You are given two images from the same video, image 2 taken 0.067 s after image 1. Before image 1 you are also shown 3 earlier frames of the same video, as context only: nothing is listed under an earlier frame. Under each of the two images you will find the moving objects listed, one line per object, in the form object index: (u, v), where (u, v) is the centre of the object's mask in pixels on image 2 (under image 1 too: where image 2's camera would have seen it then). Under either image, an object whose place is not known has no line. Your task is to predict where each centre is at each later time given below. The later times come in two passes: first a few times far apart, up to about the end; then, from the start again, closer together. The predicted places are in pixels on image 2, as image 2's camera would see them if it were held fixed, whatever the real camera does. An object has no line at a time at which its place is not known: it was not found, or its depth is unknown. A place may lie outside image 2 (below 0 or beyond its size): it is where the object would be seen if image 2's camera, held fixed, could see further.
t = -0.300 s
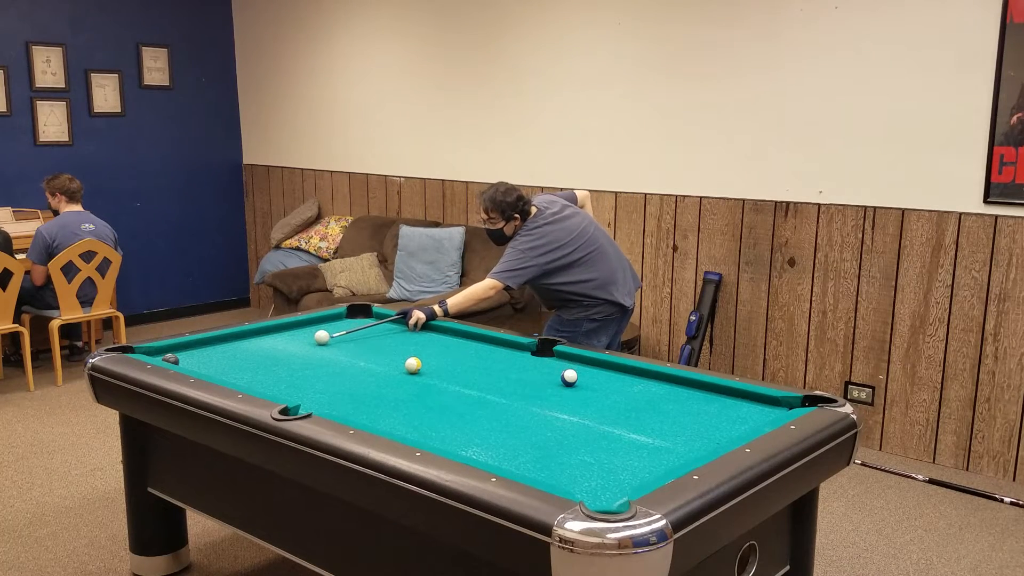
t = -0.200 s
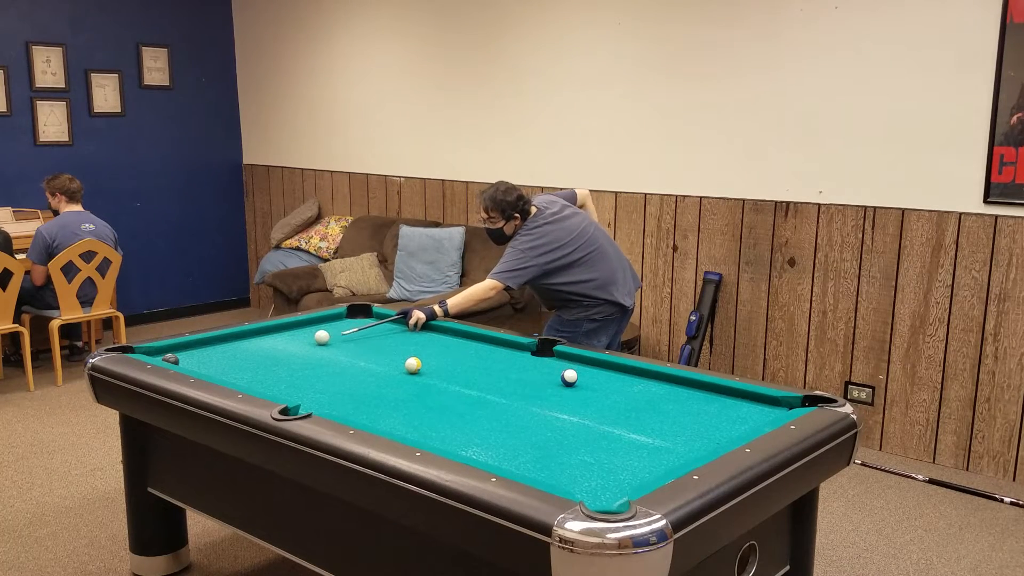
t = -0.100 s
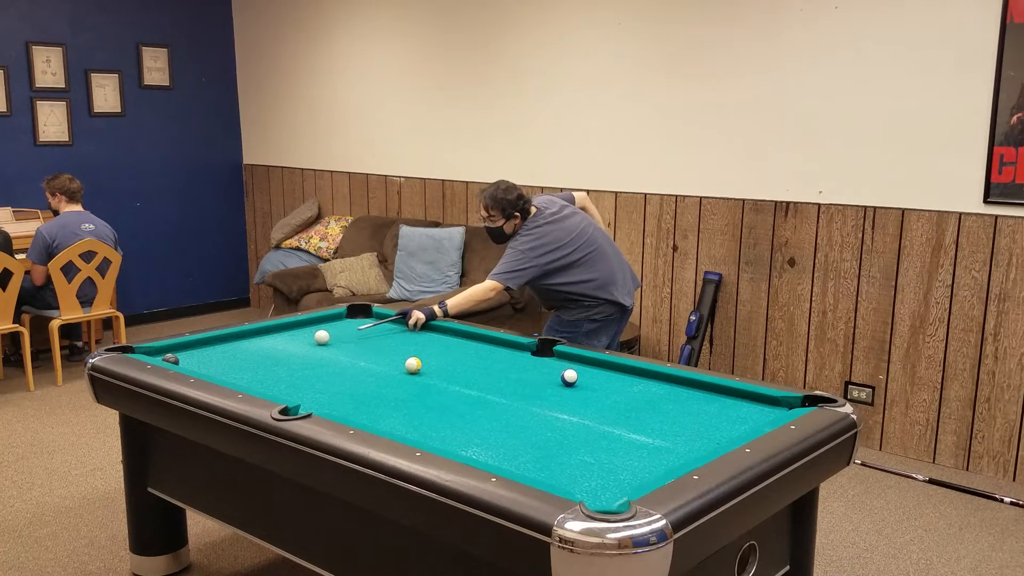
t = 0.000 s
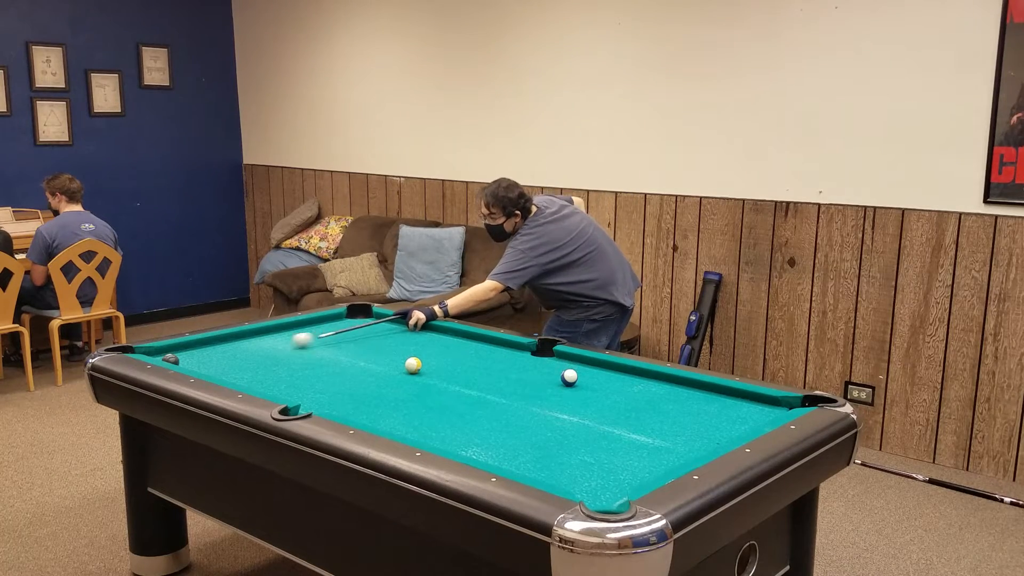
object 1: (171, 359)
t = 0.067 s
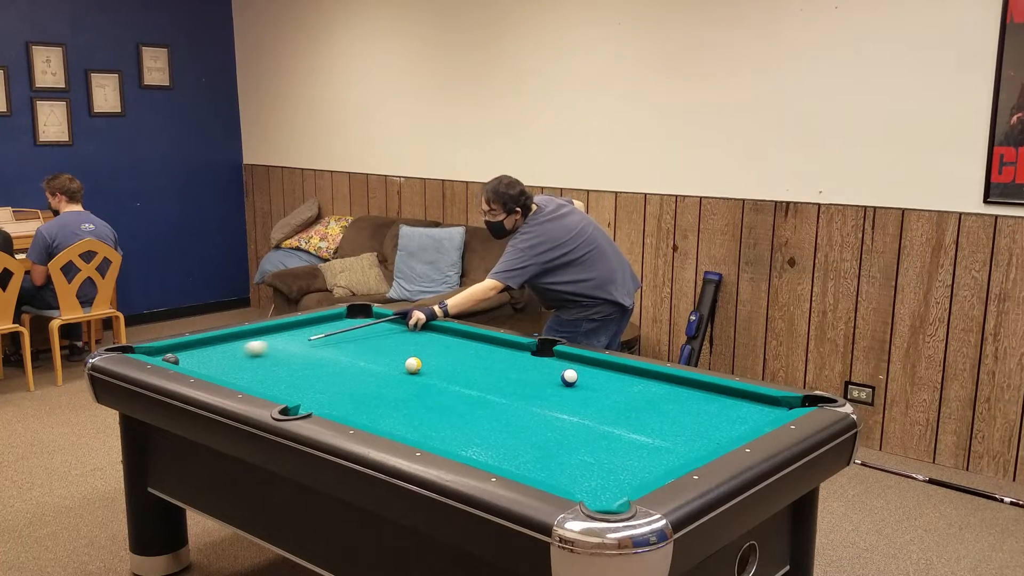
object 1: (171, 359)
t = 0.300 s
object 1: (170, 356)
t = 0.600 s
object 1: (174, 348)
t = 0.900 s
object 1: (195, 347)
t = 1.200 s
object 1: (214, 348)
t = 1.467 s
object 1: (230, 348)
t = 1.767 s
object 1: (244, 348)
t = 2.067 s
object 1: (256, 348)
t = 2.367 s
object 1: (266, 348)
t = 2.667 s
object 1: (274, 348)
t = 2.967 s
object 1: (279, 348)
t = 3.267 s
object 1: (282, 348)
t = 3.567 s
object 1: (282, 348)
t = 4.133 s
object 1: (281, 348)
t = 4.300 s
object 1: (281, 348)
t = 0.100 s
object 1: (171, 359)
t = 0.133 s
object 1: (171, 359)
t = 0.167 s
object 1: (170, 359)
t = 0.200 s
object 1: (169, 358)
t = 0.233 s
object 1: (169, 357)
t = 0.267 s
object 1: (170, 357)
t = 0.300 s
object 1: (170, 356)
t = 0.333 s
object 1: (170, 356)
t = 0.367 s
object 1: (171, 355)
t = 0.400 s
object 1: (171, 354)
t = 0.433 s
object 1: (172, 353)
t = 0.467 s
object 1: (172, 352)
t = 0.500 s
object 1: (172, 351)
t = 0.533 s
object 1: (173, 350)
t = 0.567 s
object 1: (173, 349)
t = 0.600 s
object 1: (174, 348)
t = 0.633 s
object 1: (175, 348)
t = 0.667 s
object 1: (177, 348)
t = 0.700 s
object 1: (180, 348)
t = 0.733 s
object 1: (182, 347)
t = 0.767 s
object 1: (185, 347)
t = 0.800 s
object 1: (188, 347)
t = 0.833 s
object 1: (190, 347)
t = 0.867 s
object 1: (192, 347)
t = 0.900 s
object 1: (195, 347)
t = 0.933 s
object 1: (197, 347)
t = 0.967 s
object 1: (199, 347)
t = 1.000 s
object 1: (202, 347)
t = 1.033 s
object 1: (204, 348)
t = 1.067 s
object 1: (206, 347)
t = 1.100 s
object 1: (208, 348)
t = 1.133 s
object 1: (210, 347)
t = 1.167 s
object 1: (212, 348)
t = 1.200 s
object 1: (214, 348)
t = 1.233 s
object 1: (216, 348)
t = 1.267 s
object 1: (218, 348)
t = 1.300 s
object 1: (220, 348)
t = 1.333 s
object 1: (222, 348)
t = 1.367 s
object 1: (224, 348)
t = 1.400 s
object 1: (226, 348)
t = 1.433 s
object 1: (228, 348)
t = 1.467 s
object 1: (230, 348)
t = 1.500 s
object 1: (231, 347)
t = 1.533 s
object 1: (233, 348)
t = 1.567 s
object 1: (235, 348)
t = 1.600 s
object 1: (237, 348)
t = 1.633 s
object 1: (238, 348)
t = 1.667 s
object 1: (240, 348)
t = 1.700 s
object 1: (241, 348)
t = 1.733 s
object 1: (243, 348)
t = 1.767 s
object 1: (244, 348)
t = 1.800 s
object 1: (246, 348)
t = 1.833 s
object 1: (247, 348)
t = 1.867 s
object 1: (249, 348)
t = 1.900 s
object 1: (250, 348)
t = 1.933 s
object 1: (251, 348)
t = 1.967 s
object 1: (253, 348)
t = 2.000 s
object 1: (254, 348)
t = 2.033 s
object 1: (255, 348)
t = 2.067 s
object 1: (256, 348)
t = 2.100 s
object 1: (258, 348)
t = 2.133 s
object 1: (259, 348)
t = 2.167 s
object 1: (260, 348)
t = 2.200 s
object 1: (261, 348)
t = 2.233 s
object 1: (262, 348)
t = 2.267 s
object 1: (263, 348)
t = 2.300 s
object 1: (264, 348)
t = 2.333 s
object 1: (265, 348)
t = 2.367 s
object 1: (266, 348)
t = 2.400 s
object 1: (267, 348)
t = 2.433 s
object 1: (268, 348)
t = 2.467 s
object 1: (269, 348)
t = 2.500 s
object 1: (270, 348)
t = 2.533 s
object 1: (271, 348)
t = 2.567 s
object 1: (271, 348)
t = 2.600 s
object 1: (272, 348)
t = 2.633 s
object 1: (273, 348)
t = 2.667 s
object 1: (274, 348)
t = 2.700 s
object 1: (274, 348)
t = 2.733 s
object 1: (275, 348)
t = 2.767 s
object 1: (276, 348)
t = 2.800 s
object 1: (276, 348)
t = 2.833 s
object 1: (277, 348)
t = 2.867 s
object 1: (278, 348)
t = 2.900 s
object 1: (278, 348)
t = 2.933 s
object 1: (279, 348)
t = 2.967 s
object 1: (279, 348)
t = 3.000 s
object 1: (280, 348)
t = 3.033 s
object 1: (280, 348)
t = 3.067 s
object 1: (280, 348)
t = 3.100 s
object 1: (281, 348)
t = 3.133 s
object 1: (281, 348)
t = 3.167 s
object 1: (281, 348)
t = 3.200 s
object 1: (281, 348)
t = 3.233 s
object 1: (282, 348)
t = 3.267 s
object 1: (282, 348)
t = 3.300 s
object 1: (282, 348)
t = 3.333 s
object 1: (282, 348)
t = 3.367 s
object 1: (282, 348)
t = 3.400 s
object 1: (282, 348)
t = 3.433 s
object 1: (282, 348)
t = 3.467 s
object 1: (282, 348)
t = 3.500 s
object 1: (282, 348)
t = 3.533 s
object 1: (282, 348)
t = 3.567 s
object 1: (282, 348)
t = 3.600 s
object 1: (282, 348)
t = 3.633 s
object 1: (284, 347)
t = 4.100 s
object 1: (281, 348)
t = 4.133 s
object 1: (281, 348)
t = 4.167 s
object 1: (281, 348)
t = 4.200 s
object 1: (281, 348)
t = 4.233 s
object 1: (281, 348)
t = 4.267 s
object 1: (281, 348)
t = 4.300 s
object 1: (281, 348)
